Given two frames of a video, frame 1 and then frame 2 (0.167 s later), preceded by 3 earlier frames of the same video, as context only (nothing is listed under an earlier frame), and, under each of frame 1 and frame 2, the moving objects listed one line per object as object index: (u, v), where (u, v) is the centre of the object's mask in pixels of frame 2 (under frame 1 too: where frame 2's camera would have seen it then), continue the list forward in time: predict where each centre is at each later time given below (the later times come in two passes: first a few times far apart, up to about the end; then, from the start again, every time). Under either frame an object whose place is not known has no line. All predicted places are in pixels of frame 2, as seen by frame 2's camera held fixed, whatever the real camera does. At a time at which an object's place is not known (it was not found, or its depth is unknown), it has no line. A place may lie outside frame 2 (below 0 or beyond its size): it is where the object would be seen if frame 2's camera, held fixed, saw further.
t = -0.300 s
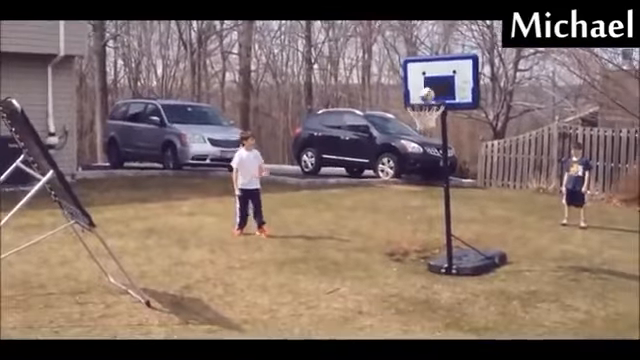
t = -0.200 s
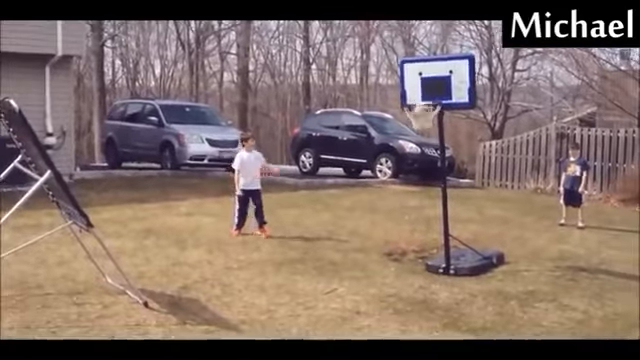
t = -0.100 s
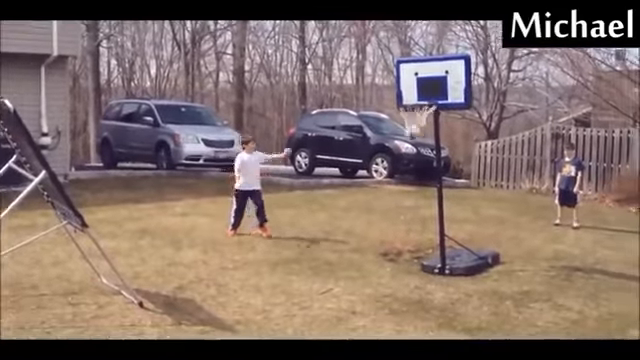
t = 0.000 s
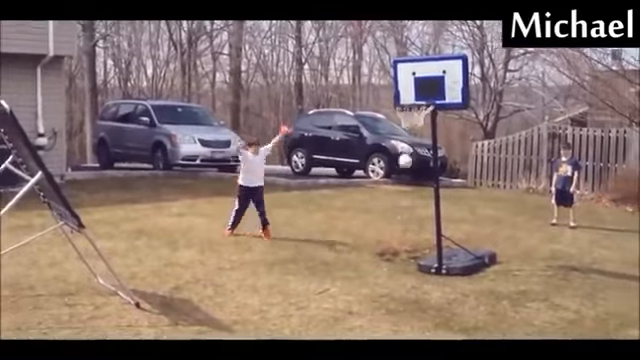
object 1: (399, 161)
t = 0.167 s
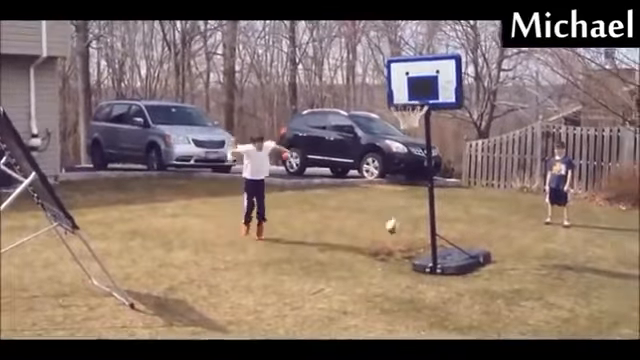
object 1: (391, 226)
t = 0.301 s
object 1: (397, 255)
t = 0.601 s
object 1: (448, 227)
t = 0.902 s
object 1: (504, 263)
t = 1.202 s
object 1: (537, 248)
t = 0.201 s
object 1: (390, 240)
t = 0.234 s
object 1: (392, 257)
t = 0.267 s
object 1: (393, 264)
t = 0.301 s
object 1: (397, 255)
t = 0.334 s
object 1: (404, 250)
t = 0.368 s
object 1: (409, 244)
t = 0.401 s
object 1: (415, 239)
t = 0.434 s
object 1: (422, 234)
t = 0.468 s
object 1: (428, 231)
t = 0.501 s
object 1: (434, 229)
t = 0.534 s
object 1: (439, 228)
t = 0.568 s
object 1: (443, 227)
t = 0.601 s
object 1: (448, 227)
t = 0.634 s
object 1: (455, 227)
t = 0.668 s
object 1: (462, 225)
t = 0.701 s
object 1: (470, 229)
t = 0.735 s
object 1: (475, 233)
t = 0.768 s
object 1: (480, 239)
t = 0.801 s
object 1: (486, 244)
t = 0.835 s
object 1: (492, 249)
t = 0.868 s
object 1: (498, 256)
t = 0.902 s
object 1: (504, 263)
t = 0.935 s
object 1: (509, 268)
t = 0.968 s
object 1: (512, 263)
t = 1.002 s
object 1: (514, 259)
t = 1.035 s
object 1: (518, 251)
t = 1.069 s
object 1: (524, 250)
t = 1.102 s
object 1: (527, 249)
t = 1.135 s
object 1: (529, 249)
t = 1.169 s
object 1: (532, 248)
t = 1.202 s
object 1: (537, 248)
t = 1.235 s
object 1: (541, 248)
